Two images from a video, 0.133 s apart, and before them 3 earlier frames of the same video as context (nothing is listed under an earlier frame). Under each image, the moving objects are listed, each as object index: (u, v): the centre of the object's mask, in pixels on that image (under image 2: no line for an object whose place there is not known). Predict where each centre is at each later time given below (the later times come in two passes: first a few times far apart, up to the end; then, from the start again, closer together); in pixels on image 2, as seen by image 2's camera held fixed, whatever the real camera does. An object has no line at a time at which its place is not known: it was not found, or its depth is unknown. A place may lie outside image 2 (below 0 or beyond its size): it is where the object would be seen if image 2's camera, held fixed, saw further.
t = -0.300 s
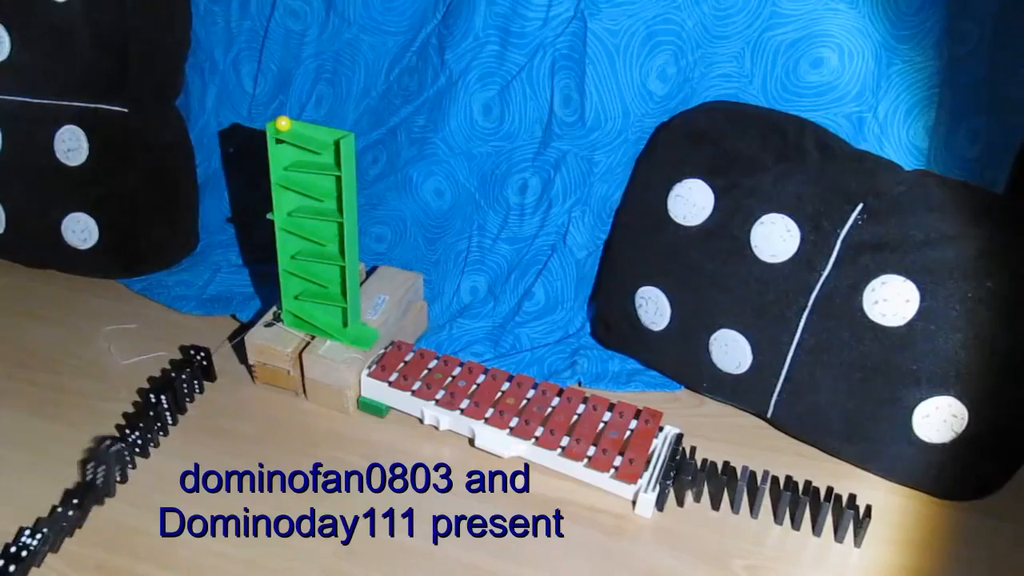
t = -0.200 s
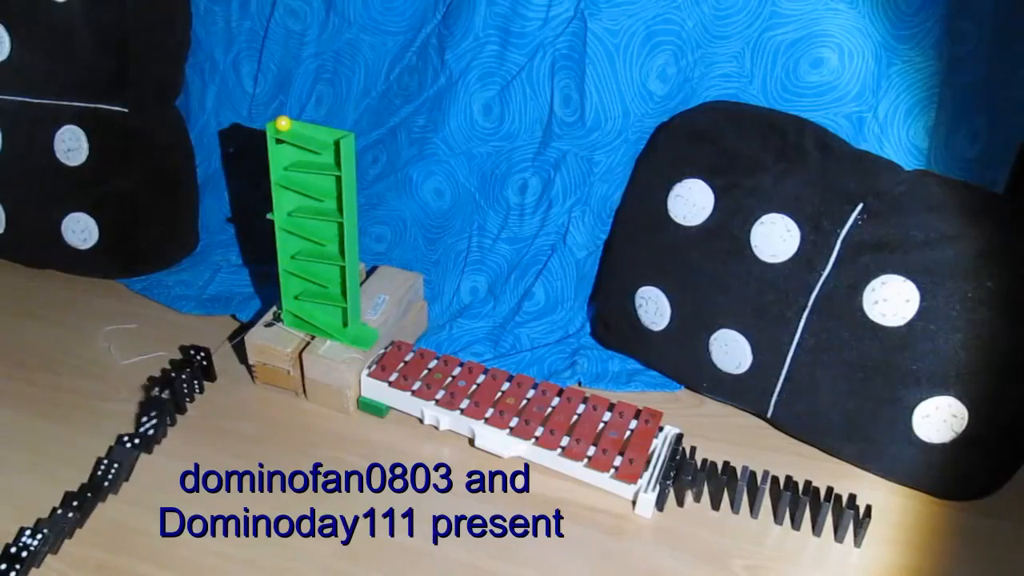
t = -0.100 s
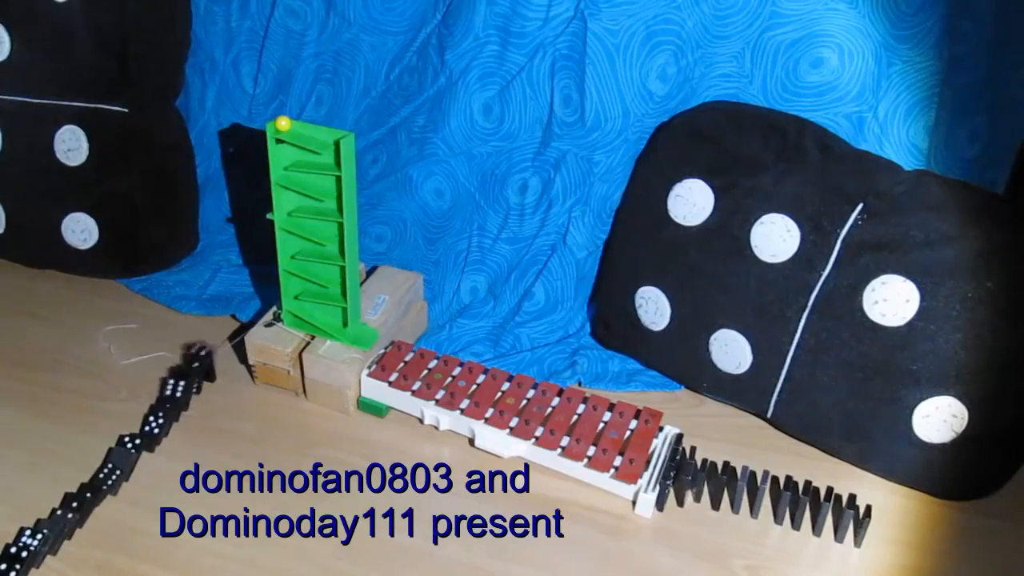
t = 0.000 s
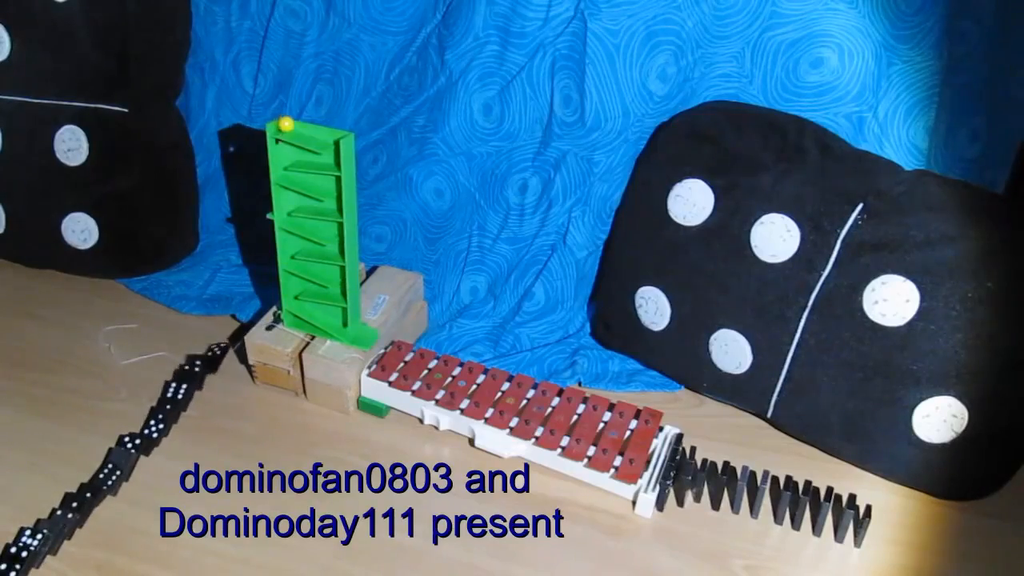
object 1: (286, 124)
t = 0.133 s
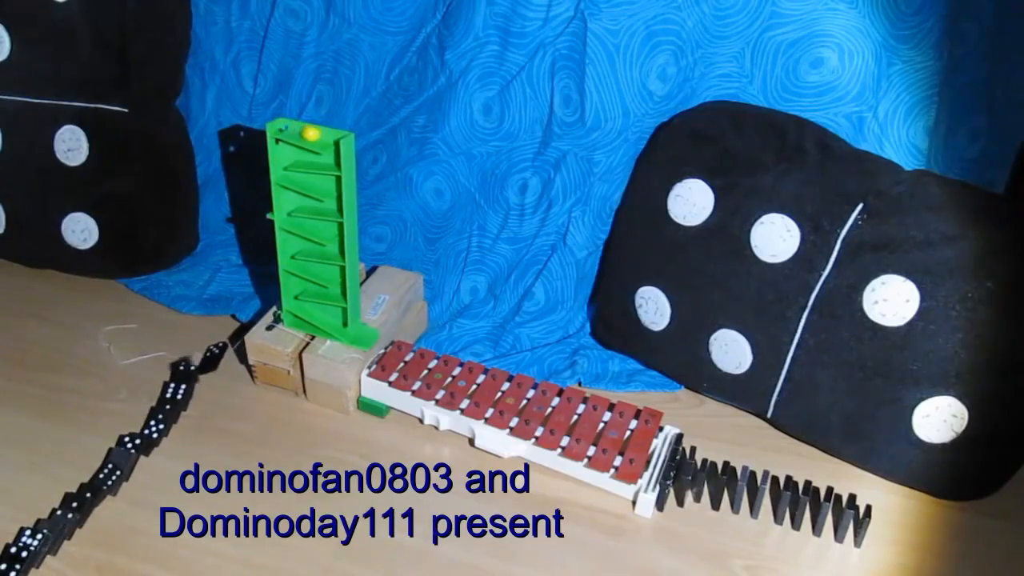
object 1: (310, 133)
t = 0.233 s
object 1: (335, 146)
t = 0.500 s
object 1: (325, 159)
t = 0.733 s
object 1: (289, 172)
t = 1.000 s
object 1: (312, 180)
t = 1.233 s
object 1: (337, 206)
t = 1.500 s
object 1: (320, 205)
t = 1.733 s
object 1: (292, 217)
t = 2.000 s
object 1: (323, 227)
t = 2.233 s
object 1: (339, 249)
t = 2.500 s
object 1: (307, 246)
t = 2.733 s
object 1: (301, 262)
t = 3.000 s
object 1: (342, 288)
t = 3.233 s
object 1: (334, 291)
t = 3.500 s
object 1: (307, 303)
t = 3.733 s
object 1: (394, 347)
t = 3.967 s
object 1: (490, 398)
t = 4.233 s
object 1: (573, 403)
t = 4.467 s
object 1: (603, 420)
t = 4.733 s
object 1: (631, 438)
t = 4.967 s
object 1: (665, 459)
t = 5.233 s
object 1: (673, 486)
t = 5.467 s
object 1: (673, 486)
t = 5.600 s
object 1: (673, 487)
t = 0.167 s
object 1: (319, 136)
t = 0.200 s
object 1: (329, 139)
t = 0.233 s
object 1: (335, 146)
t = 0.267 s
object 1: (336, 157)
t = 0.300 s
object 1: (336, 157)
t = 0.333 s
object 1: (336, 159)
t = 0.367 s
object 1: (335, 160)
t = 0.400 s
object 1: (334, 160)
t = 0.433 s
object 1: (332, 160)
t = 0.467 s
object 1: (329, 159)
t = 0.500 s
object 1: (325, 159)
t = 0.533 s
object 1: (320, 159)
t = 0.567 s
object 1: (313, 158)
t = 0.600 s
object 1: (307, 157)
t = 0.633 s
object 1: (300, 156)
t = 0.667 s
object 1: (293, 156)
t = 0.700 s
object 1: (287, 160)
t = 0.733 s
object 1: (289, 172)
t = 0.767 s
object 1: (289, 172)
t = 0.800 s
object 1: (290, 173)
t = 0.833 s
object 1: (291, 173)
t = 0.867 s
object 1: (294, 174)
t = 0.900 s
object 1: (297, 175)
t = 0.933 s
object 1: (300, 177)
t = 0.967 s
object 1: (306, 178)
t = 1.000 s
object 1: (312, 180)
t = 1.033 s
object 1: (318, 182)
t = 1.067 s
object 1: (325, 185)
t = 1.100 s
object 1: (332, 188)
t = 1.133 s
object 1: (337, 196)
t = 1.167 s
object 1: (336, 204)
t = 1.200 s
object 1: (337, 206)
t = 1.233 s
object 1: (337, 206)
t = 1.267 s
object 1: (337, 207)
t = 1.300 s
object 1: (336, 207)
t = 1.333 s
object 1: (335, 206)
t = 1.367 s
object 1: (334, 206)
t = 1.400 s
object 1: (332, 206)
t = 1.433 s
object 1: (330, 206)
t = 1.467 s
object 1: (326, 206)
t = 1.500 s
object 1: (320, 205)
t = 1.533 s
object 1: (315, 204)
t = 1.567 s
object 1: (309, 203)
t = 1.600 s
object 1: (302, 202)
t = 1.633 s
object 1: (295, 201)
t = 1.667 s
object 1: (290, 206)
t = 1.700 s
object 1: (292, 216)
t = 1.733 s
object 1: (292, 217)
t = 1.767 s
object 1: (292, 217)
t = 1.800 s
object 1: (294, 219)
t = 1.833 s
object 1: (297, 219)
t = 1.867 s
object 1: (300, 220)
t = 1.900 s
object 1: (305, 222)
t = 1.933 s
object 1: (310, 223)
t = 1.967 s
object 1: (316, 225)
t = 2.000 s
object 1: (323, 227)
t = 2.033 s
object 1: (330, 230)
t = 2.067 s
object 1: (336, 234)
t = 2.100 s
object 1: (340, 243)
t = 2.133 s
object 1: (340, 248)
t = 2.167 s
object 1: (340, 247)
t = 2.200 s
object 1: (340, 249)
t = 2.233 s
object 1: (339, 249)
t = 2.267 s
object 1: (338, 250)
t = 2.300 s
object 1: (335, 250)
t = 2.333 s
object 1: (333, 249)
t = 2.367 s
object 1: (329, 249)
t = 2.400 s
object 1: (324, 249)
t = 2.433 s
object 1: (319, 248)
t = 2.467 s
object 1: (313, 247)
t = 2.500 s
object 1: (307, 246)
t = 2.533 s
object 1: (300, 244)
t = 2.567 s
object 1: (295, 248)
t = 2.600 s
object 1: (296, 259)
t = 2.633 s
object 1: (296, 259)
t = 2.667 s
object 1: (297, 260)
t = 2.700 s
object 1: (299, 261)
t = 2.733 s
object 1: (301, 262)
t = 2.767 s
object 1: (305, 263)
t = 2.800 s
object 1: (309, 265)
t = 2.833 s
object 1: (314, 266)
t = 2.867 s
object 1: (320, 268)
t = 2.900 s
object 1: (326, 270)
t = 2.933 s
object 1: (334, 273)
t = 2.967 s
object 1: (339, 277)
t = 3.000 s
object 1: (342, 288)
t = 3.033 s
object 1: (342, 289)
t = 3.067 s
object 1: (342, 290)
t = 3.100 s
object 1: (342, 291)
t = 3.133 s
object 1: (341, 291)
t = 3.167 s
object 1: (339, 291)
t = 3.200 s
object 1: (337, 291)
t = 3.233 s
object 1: (334, 291)
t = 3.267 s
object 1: (329, 291)
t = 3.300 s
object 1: (323, 290)
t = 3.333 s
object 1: (317, 289)
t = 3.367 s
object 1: (311, 287)
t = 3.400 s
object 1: (304, 286)
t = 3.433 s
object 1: (298, 287)
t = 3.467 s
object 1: (300, 300)
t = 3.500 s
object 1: (307, 303)
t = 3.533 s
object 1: (316, 309)
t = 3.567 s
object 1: (326, 314)
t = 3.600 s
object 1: (337, 321)
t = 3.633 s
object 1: (352, 330)
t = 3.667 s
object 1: (366, 333)
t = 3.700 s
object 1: (380, 337)
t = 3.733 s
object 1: (394, 347)
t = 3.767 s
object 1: (407, 359)
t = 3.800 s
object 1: (420, 365)
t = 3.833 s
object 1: (436, 375)
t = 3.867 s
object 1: (450, 380)
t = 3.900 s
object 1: (464, 386)
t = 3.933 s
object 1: (477, 392)
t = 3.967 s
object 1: (490, 398)
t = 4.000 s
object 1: (503, 402)
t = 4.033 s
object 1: (513, 402)
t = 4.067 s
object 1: (525, 403)
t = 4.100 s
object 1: (536, 403)
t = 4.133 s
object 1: (547, 403)
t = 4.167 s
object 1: (557, 403)
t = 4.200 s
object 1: (566, 402)
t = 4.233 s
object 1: (573, 403)
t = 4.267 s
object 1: (581, 405)
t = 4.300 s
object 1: (587, 406)
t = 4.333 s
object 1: (590, 408)
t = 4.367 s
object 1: (592, 411)
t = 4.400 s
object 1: (595, 414)
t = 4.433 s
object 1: (599, 416)
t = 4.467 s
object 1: (603, 420)
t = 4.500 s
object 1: (606, 423)
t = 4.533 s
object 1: (609, 426)
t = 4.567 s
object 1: (612, 427)
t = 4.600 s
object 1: (616, 430)
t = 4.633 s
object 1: (620, 432)
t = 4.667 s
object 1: (624, 434)
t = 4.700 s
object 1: (628, 437)
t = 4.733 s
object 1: (631, 438)
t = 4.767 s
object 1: (635, 440)
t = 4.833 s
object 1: (644, 445)
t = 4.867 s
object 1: (648, 447)
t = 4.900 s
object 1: (654, 452)
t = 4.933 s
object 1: (660, 457)
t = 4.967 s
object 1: (665, 459)
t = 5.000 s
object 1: (668, 461)
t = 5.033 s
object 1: (673, 465)
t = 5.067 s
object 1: (675, 471)
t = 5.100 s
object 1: (674, 478)
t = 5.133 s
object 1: (673, 484)
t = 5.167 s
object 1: (673, 486)
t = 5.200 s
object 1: (673, 486)
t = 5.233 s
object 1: (673, 486)
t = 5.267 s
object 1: (673, 486)
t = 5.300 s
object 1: (673, 486)
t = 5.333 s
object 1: (673, 486)
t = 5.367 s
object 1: (673, 486)
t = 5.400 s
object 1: (673, 486)
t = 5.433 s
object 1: (673, 486)
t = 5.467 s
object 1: (673, 486)
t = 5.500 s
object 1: (673, 486)
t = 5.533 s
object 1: (673, 487)
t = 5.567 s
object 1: (673, 487)
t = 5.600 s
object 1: (673, 487)
